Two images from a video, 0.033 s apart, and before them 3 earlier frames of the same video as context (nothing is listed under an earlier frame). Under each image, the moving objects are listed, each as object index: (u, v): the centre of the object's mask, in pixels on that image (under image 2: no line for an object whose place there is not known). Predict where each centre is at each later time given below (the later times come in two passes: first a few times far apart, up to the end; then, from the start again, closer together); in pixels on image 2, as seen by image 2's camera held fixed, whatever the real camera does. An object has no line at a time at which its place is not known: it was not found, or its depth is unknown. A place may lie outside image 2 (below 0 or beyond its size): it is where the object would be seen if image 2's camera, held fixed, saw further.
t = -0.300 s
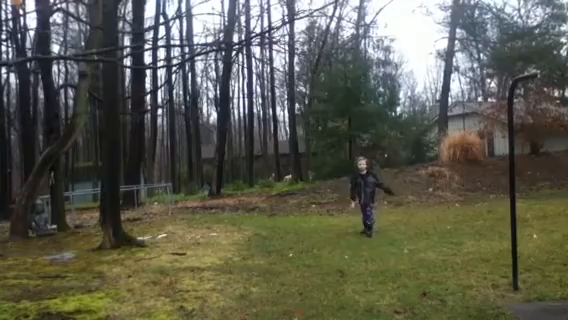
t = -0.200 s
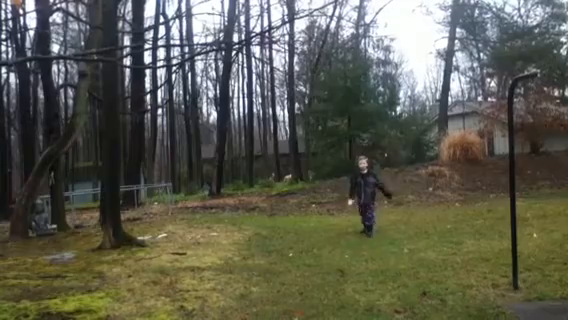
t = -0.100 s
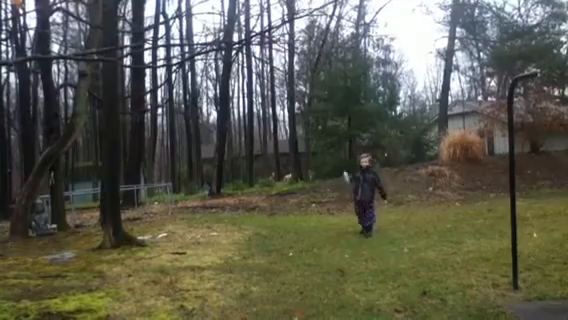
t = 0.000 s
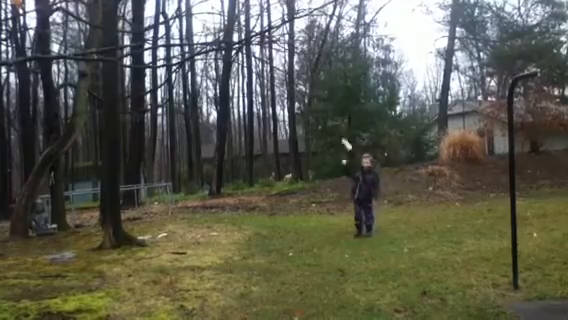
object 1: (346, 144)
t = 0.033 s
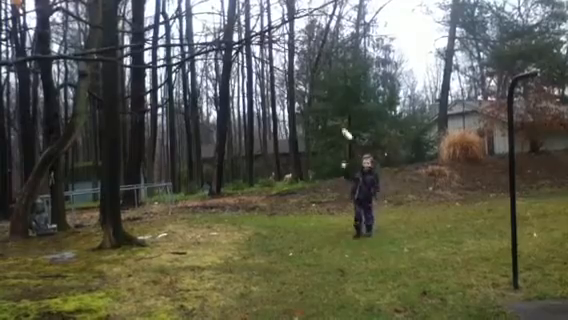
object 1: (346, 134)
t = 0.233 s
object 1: (351, 86)
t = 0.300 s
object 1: (352, 77)
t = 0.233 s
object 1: (351, 86)
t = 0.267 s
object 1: (352, 81)
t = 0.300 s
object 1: (352, 77)
